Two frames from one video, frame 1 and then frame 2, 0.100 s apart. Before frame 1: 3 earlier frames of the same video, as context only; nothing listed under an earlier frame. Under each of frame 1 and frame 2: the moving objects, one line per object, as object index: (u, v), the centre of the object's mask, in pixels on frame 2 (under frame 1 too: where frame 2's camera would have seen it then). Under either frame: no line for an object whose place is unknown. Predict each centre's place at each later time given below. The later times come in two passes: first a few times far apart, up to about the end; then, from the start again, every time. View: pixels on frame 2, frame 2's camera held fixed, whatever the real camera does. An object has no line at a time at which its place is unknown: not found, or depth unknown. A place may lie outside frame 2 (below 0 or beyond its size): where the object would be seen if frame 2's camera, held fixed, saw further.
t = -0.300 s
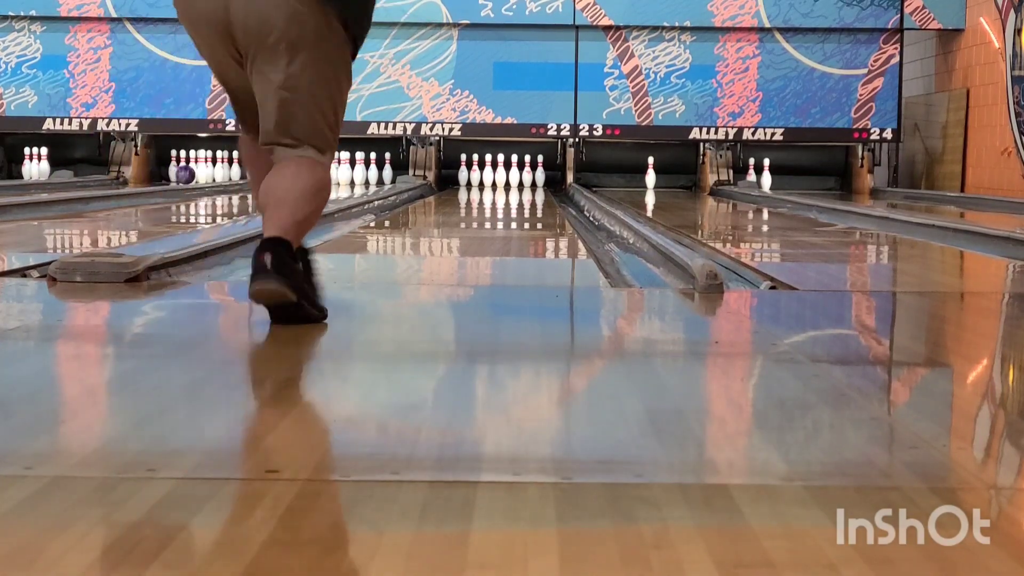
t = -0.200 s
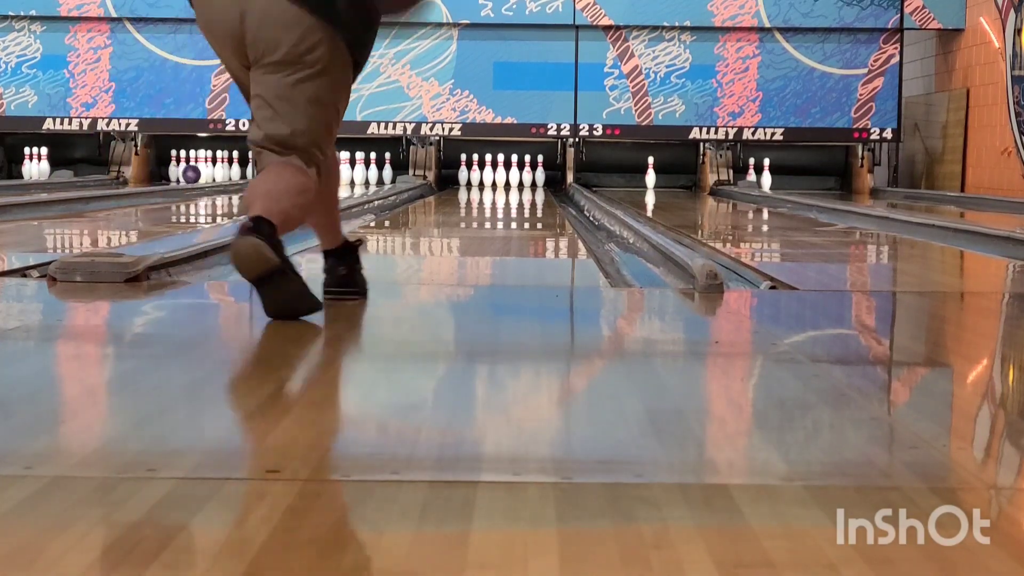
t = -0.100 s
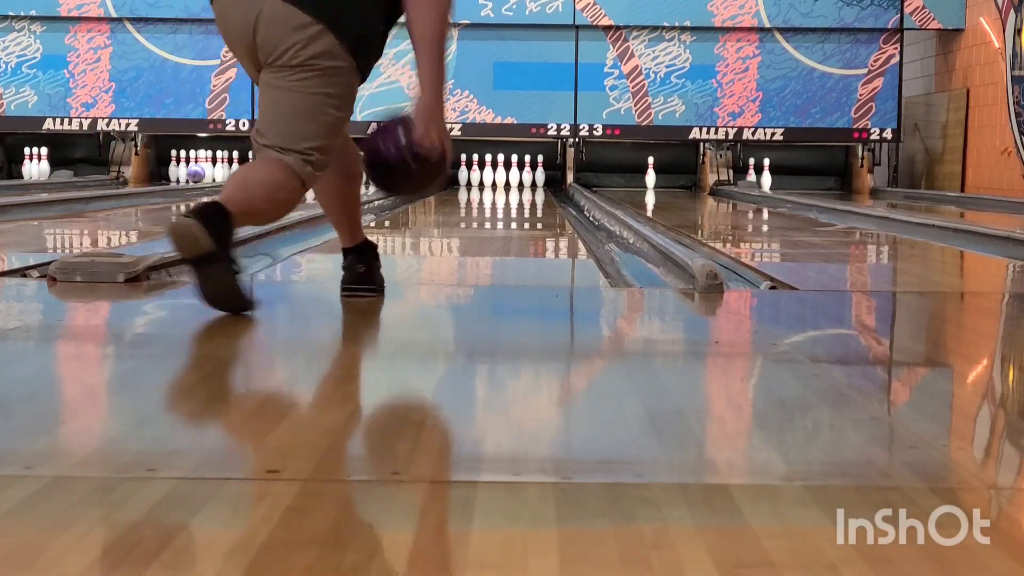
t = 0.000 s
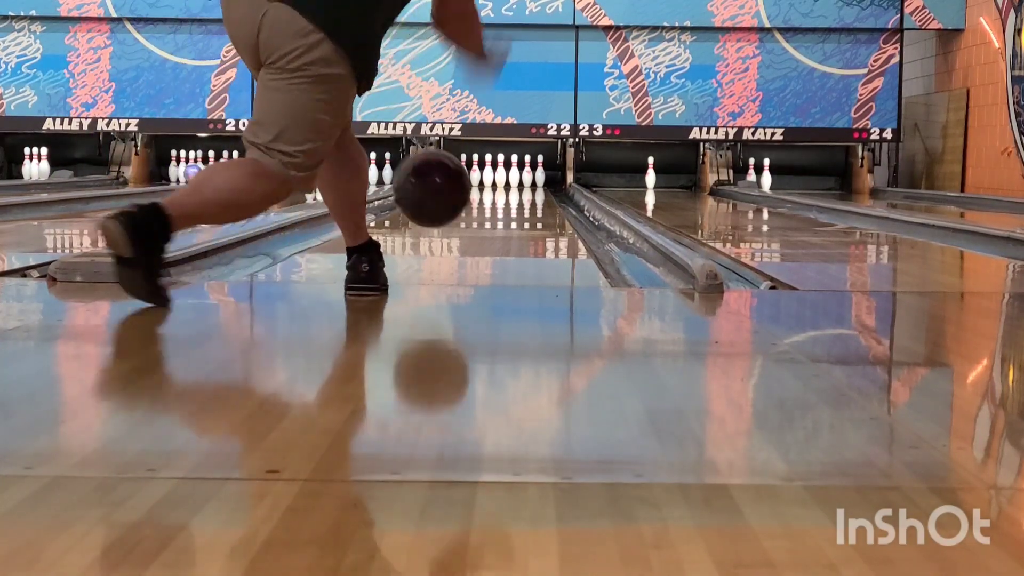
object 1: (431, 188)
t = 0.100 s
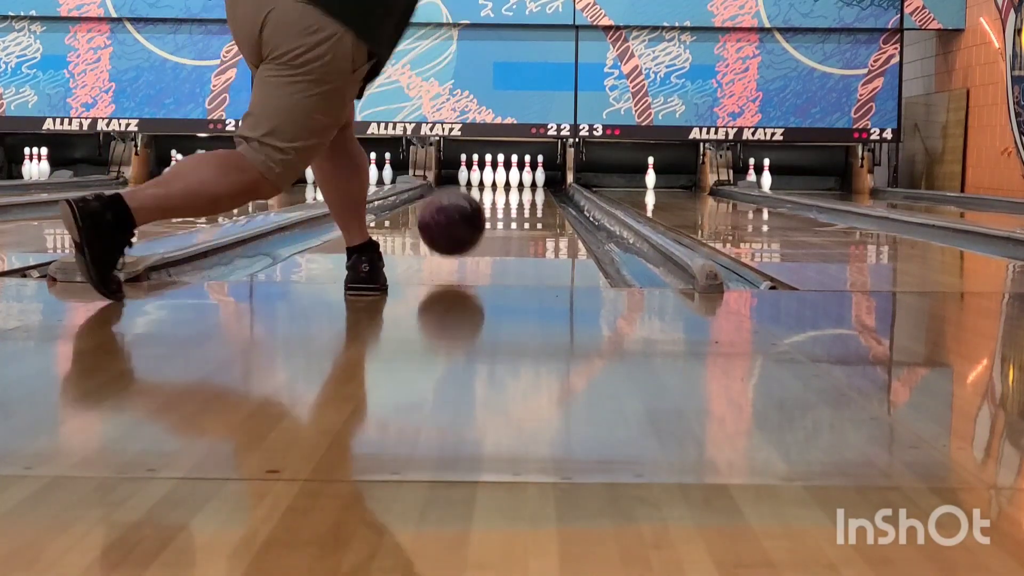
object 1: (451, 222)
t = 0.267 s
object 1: (475, 224)
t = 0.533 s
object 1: (500, 210)
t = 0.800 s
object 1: (515, 201)
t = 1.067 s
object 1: (523, 194)
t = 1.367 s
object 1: (529, 189)
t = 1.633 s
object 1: (530, 185)
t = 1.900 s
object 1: (528, 183)
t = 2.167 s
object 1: (522, 180)
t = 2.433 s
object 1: (512, 179)
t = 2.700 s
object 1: (511, 178)
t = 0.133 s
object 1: (457, 233)
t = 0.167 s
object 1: (462, 229)
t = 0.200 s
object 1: (467, 227)
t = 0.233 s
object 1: (471, 226)
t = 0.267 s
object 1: (475, 224)
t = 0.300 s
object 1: (479, 222)
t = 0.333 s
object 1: (483, 220)
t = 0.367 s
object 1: (486, 218)
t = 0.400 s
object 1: (489, 216)
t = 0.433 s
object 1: (492, 214)
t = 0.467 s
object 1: (495, 212)
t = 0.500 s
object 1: (497, 211)
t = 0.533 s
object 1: (500, 210)
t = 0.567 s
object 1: (502, 208)
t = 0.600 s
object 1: (504, 207)
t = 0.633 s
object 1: (506, 206)
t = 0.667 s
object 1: (508, 205)
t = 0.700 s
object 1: (510, 204)
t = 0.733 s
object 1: (512, 203)
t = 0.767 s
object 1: (513, 202)
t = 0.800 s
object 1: (515, 201)
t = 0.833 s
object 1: (516, 200)
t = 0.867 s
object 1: (517, 199)
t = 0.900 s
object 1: (518, 198)
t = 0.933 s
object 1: (520, 197)
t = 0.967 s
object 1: (521, 196)
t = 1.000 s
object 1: (522, 196)
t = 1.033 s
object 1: (522, 195)
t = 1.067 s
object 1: (523, 194)
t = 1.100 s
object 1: (524, 194)
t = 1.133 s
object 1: (525, 193)
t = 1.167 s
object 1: (526, 192)
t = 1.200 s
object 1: (526, 192)
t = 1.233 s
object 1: (527, 191)
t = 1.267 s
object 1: (527, 191)
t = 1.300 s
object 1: (528, 190)
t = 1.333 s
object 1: (528, 190)
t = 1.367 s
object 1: (529, 189)
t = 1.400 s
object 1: (529, 189)
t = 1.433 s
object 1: (529, 188)
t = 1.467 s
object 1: (530, 188)
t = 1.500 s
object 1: (530, 187)
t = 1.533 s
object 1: (530, 187)
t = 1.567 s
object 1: (530, 186)
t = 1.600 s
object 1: (530, 186)
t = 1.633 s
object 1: (530, 185)
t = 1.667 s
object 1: (530, 185)
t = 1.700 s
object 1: (530, 185)
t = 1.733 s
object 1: (530, 184)
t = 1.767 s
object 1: (530, 184)
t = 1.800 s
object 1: (529, 184)
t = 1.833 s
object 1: (529, 183)
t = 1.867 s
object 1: (529, 183)
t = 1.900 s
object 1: (528, 183)
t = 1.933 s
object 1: (528, 182)
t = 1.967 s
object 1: (527, 182)
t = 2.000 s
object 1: (527, 182)
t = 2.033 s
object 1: (526, 182)
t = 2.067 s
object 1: (525, 182)
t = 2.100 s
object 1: (524, 181)
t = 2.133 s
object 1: (523, 181)
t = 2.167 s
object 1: (522, 180)
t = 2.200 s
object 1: (521, 181)
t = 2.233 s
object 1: (520, 180)
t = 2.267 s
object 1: (518, 180)
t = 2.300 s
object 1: (517, 180)
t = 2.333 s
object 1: (516, 180)
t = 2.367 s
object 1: (514, 179)
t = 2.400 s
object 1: (513, 179)
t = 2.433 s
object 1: (512, 179)
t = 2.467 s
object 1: (510, 178)
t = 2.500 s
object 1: (508, 178)
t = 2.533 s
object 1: (509, 178)
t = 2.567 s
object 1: (510, 178)
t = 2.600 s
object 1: (509, 178)
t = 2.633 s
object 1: (509, 178)
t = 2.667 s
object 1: (510, 178)
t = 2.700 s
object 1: (511, 178)
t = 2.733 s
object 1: (512, 178)
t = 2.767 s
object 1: (513, 178)
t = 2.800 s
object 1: (515, 177)
